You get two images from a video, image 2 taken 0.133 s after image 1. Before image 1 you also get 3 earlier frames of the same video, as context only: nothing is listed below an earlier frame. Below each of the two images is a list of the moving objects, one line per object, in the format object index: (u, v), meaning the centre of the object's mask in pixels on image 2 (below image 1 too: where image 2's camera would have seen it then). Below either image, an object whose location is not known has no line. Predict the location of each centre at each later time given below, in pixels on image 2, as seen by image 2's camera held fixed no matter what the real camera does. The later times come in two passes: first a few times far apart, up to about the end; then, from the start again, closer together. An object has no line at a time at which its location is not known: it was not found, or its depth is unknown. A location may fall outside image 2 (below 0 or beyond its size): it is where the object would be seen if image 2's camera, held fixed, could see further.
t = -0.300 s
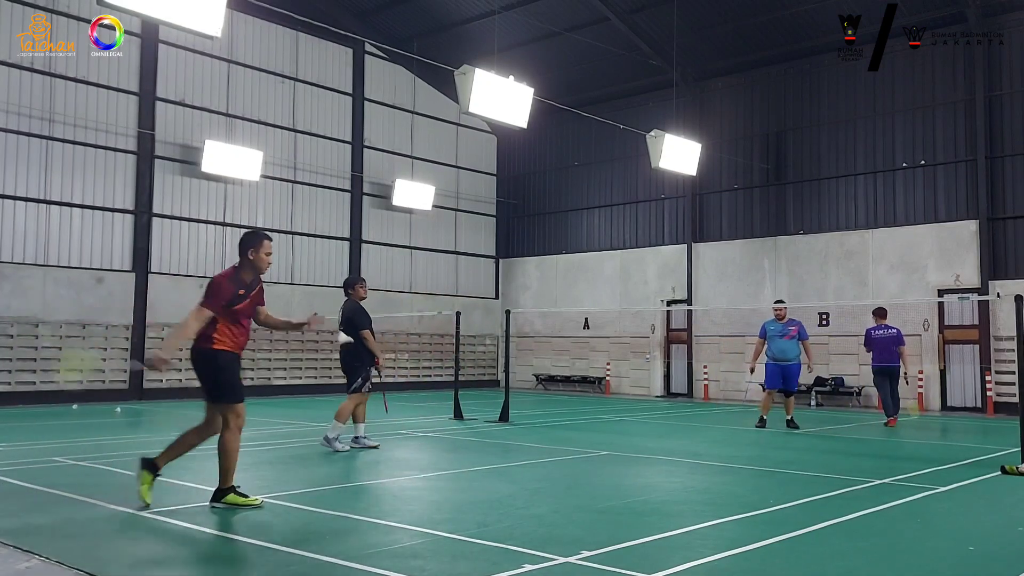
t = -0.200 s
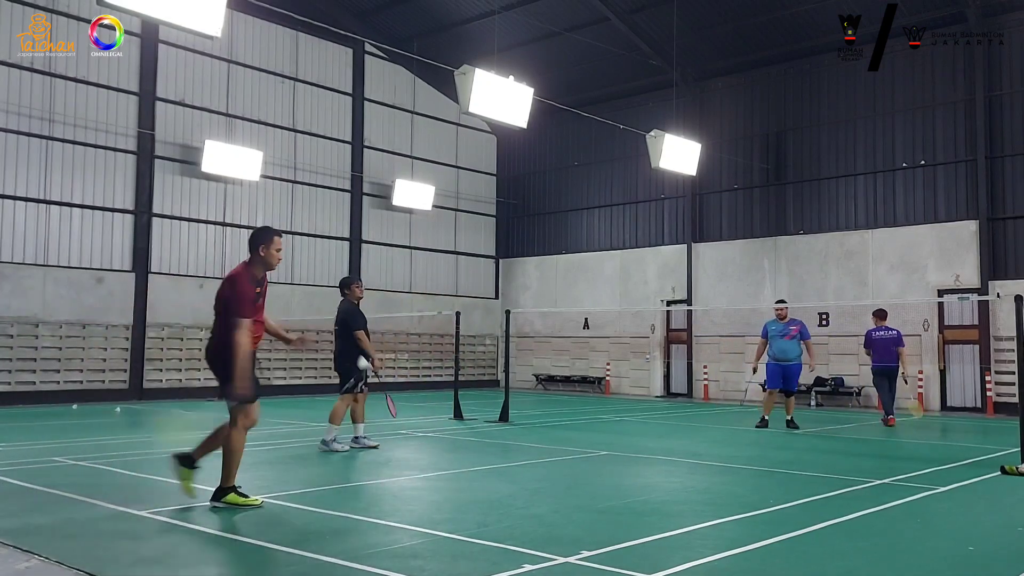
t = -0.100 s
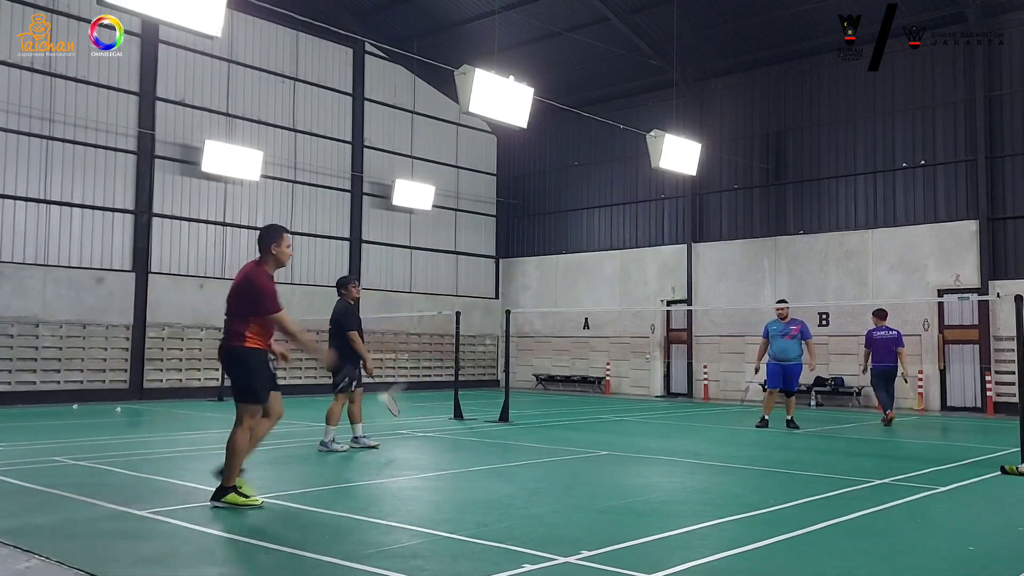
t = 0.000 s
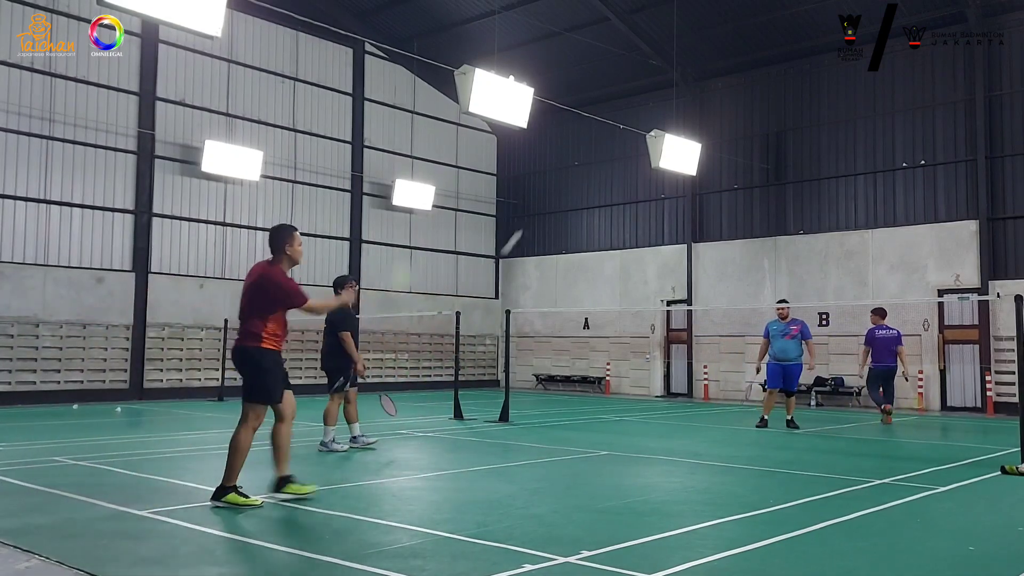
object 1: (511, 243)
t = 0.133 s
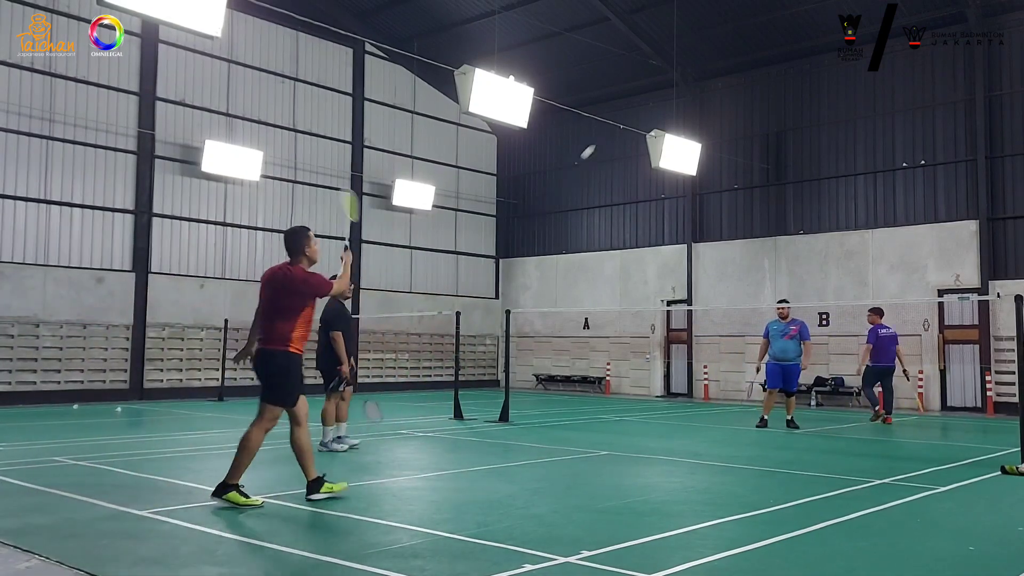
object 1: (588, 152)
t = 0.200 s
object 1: (612, 129)
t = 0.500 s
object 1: (681, 103)
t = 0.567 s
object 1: (691, 109)
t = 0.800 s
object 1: (721, 151)
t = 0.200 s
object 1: (612, 129)
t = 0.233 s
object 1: (623, 121)
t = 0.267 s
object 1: (632, 114)
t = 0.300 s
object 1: (641, 108)
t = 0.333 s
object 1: (649, 105)
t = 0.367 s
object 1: (656, 102)
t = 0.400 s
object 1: (663, 101)
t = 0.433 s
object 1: (669, 101)
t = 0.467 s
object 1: (675, 101)
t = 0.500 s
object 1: (681, 103)
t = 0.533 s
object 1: (686, 105)
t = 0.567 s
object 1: (691, 109)
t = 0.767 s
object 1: (717, 143)
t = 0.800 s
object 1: (721, 151)
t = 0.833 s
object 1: (724, 159)
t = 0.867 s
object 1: (727, 168)
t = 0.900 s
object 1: (731, 178)
